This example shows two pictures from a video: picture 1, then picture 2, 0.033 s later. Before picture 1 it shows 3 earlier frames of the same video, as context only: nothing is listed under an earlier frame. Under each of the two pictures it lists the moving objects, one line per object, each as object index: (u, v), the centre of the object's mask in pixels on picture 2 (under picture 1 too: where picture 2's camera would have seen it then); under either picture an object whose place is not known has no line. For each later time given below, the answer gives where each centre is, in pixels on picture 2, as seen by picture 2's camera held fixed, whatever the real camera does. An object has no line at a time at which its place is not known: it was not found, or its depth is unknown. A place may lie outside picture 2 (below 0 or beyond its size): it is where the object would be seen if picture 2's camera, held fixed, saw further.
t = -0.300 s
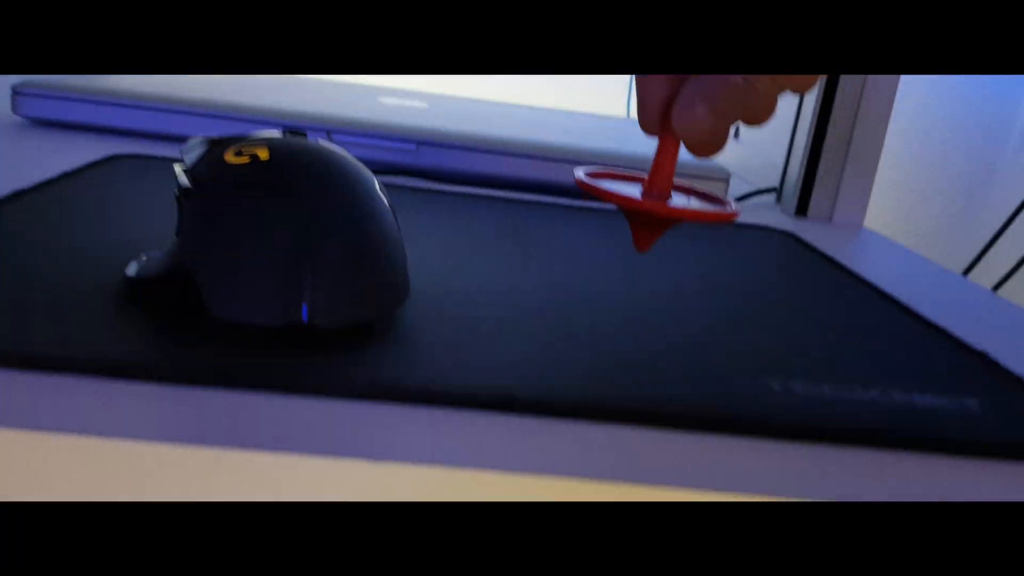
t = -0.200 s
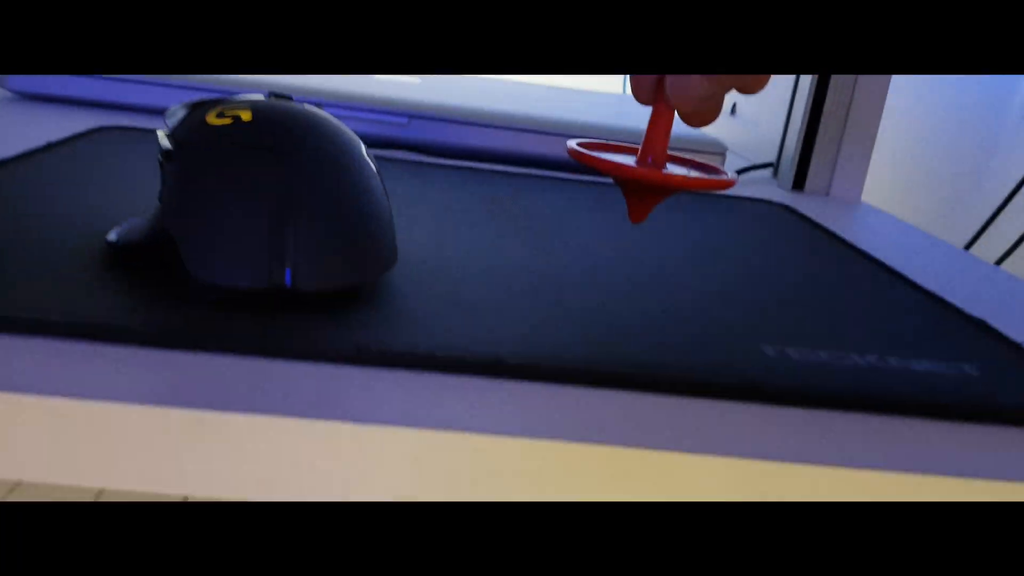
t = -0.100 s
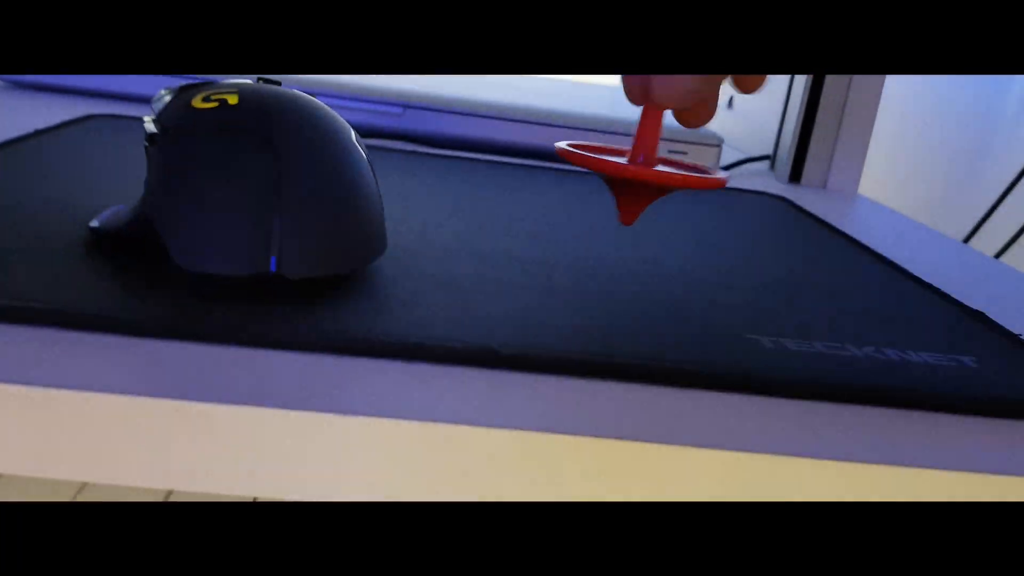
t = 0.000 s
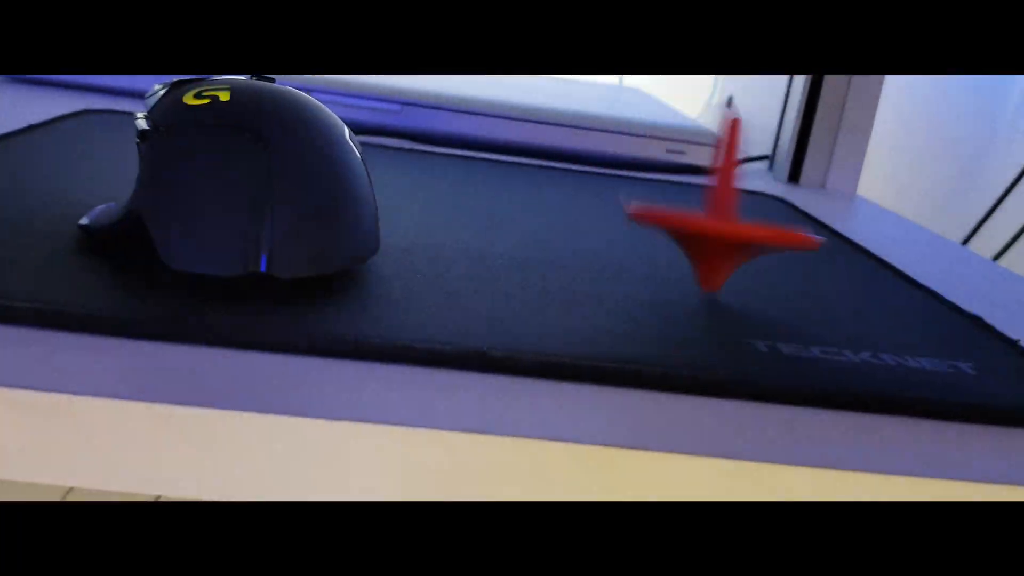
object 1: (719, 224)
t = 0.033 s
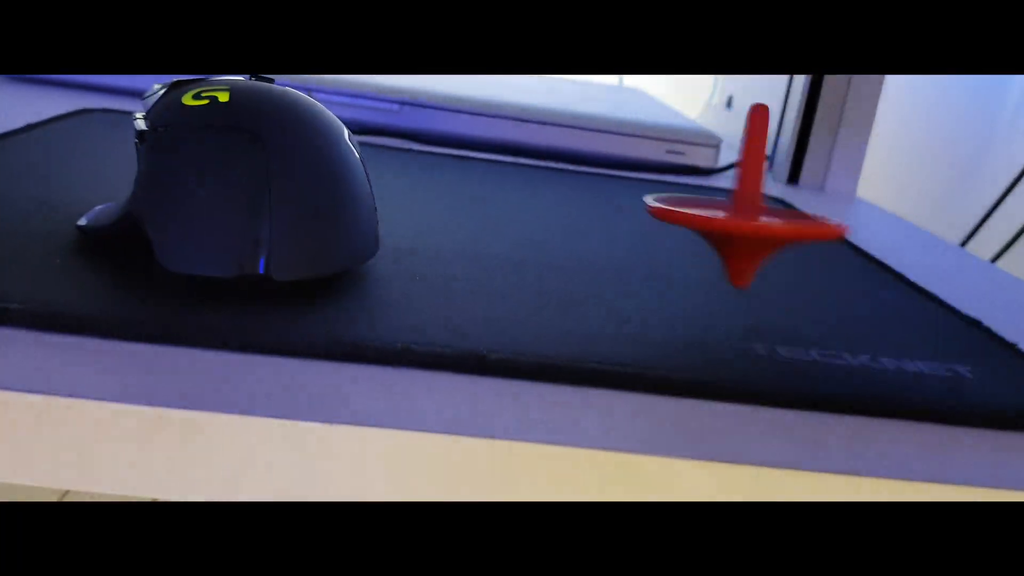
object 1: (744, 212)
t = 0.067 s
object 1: (767, 235)
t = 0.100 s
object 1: (782, 231)
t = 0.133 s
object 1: (788, 240)
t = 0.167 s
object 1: (792, 241)
